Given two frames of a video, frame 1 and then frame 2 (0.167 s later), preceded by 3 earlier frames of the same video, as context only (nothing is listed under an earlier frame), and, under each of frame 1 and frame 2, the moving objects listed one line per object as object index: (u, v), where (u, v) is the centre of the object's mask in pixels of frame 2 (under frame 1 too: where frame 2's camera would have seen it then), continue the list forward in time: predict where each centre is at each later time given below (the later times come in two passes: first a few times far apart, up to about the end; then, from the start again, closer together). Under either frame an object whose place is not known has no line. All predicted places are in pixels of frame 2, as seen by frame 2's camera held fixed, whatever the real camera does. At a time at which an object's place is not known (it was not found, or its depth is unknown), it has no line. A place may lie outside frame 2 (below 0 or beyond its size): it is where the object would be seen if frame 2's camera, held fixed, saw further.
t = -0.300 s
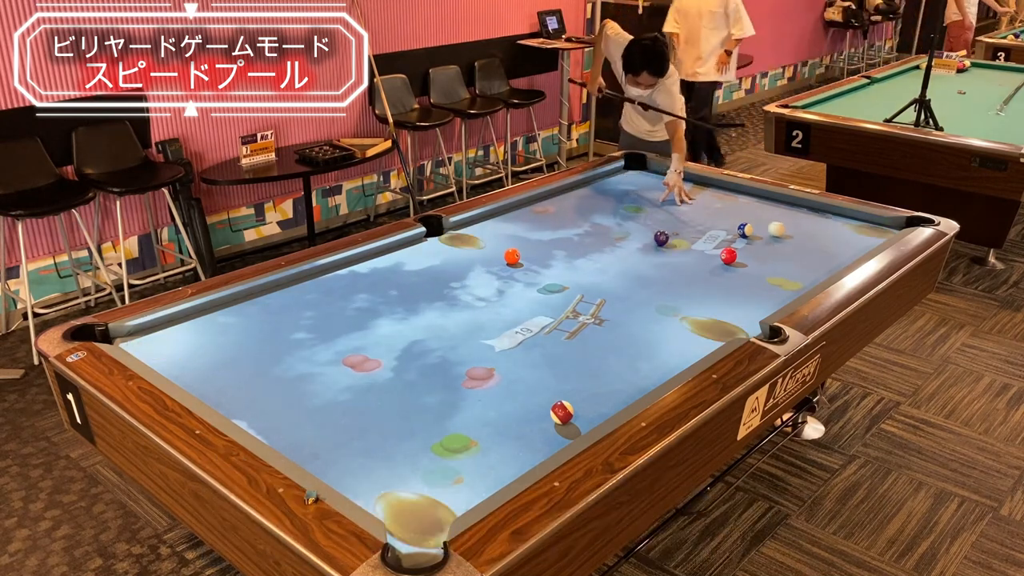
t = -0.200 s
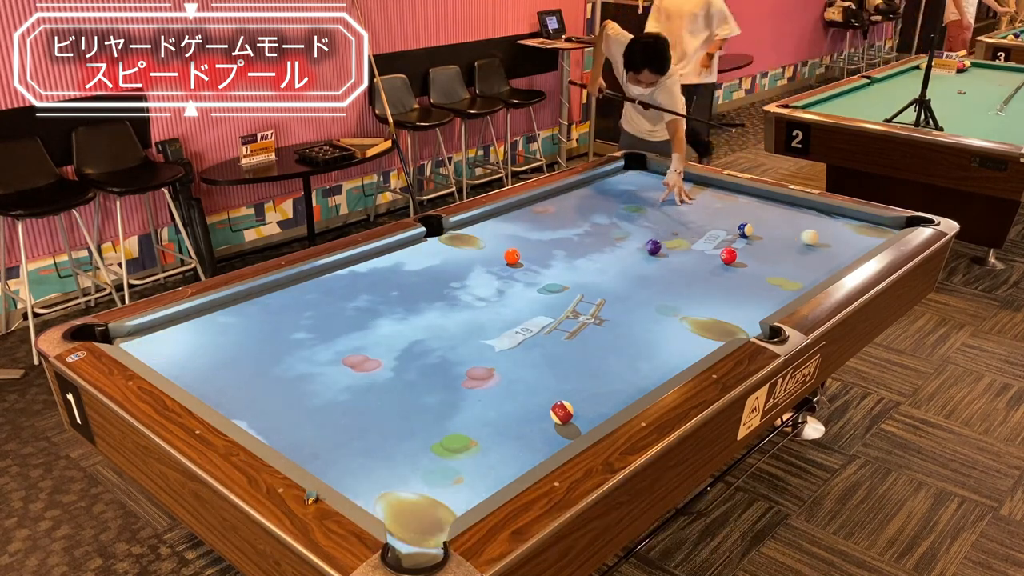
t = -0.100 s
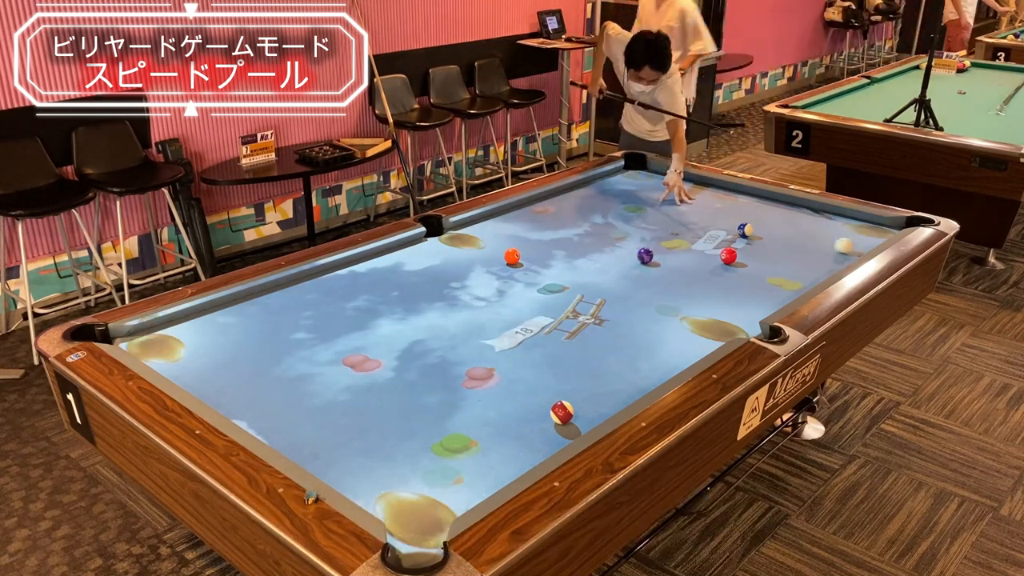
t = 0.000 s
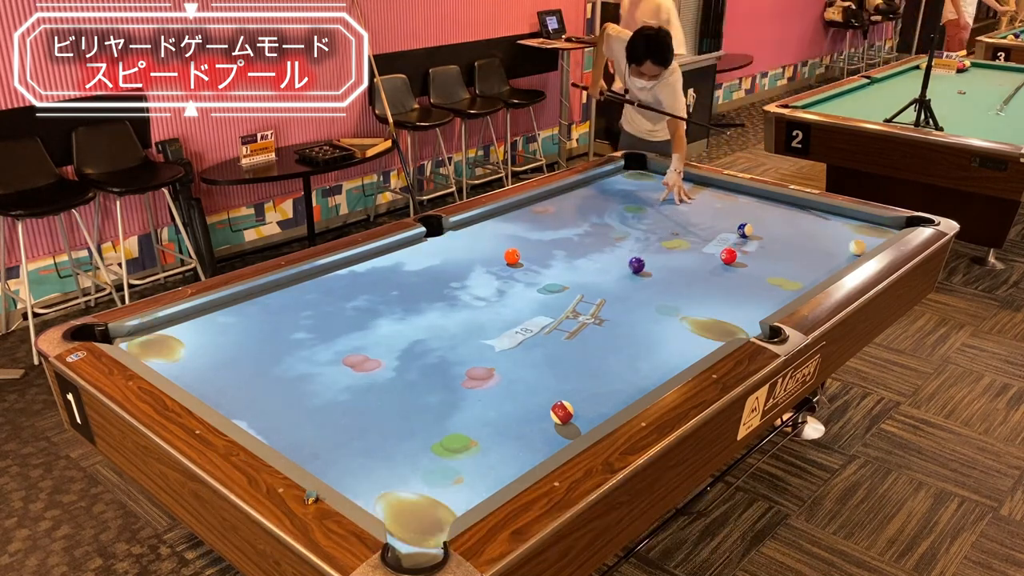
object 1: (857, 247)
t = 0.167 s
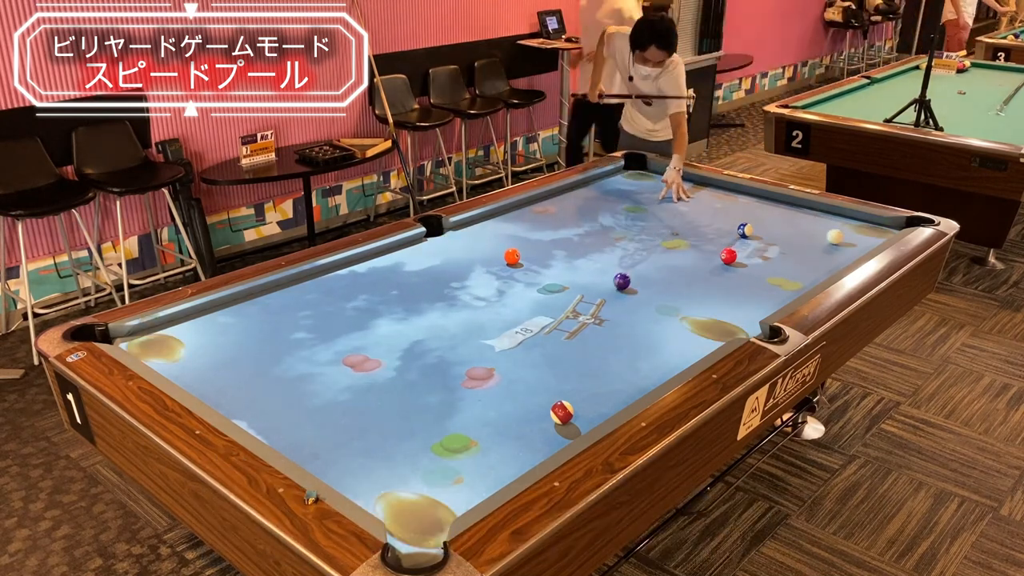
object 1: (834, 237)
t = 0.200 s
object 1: (831, 234)
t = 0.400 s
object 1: (807, 223)
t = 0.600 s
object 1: (785, 213)
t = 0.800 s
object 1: (765, 204)
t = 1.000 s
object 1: (747, 195)
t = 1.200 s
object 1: (730, 187)
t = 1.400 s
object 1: (713, 184)
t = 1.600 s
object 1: (696, 182)
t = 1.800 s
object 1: (680, 180)
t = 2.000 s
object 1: (665, 178)
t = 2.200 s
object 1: (652, 176)
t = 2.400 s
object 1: (639, 174)
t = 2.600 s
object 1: (627, 173)
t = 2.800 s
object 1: (617, 172)
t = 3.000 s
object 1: (620, 173)
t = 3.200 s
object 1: (622, 174)
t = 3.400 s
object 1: (623, 175)
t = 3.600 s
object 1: (625, 176)
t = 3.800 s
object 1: (626, 177)
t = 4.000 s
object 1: (627, 177)
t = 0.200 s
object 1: (831, 234)
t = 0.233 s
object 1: (826, 233)
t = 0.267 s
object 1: (822, 230)
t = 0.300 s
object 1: (818, 228)
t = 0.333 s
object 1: (814, 227)
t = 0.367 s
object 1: (810, 225)
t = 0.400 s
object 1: (807, 223)
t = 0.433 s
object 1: (803, 222)
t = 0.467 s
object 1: (799, 220)
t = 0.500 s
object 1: (796, 218)
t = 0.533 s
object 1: (792, 216)
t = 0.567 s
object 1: (789, 215)
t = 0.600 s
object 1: (785, 213)
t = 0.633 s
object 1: (782, 211)
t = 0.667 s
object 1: (779, 210)
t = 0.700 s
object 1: (775, 209)
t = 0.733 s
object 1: (772, 207)
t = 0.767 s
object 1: (769, 205)
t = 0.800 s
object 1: (765, 204)
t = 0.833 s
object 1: (762, 202)
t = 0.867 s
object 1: (759, 201)
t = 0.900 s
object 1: (756, 199)
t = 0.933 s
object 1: (753, 198)
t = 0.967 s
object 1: (750, 196)
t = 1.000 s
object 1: (747, 195)
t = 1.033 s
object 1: (744, 194)
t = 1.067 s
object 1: (741, 193)
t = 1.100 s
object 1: (739, 191)
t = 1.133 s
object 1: (736, 190)
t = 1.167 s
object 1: (733, 189)
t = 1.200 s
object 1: (730, 187)
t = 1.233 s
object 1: (728, 186)
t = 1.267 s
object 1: (725, 185)
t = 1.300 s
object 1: (721, 185)
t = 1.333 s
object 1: (719, 185)
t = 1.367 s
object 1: (716, 184)
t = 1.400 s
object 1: (713, 184)
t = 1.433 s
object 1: (710, 184)
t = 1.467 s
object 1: (707, 183)
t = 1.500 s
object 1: (704, 183)
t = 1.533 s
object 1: (701, 183)
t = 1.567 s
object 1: (698, 182)
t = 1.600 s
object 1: (696, 182)
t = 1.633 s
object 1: (693, 181)
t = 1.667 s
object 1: (690, 181)
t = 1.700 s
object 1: (688, 181)
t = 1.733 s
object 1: (685, 180)
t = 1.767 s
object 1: (682, 180)
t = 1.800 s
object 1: (680, 180)
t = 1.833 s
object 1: (677, 179)
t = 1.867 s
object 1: (675, 179)
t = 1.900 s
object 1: (673, 179)
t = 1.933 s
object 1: (670, 178)
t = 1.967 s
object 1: (668, 178)
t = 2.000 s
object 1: (665, 178)
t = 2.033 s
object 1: (663, 178)
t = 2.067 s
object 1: (660, 177)
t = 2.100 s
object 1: (658, 177)
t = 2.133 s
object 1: (656, 177)
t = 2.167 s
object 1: (654, 176)
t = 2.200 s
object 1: (652, 176)
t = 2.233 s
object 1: (649, 176)
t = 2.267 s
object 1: (647, 175)
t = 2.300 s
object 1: (645, 175)
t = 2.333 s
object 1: (643, 175)
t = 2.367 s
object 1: (641, 175)
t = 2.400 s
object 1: (639, 174)
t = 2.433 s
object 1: (637, 174)
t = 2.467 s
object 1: (635, 174)
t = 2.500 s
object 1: (633, 174)
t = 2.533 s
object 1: (631, 173)
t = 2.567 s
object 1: (629, 173)
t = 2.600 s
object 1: (627, 173)
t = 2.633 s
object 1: (626, 173)
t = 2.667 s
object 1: (623, 173)
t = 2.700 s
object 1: (621, 172)
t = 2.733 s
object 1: (620, 172)
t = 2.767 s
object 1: (618, 172)
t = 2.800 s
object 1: (617, 172)
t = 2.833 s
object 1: (616, 172)
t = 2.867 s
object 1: (617, 172)
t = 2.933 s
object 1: (618, 173)
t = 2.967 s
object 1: (619, 173)
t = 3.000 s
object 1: (620, 173)
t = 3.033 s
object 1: (620, 174)
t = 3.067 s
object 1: (620, 174)
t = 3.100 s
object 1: (621, 173)
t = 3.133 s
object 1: (621, 174)
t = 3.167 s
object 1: (621, 174)
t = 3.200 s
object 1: (622, 174)
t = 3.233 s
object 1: (622, 174)
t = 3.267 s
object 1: (622, 175)
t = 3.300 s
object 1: (623, 175)
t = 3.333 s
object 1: (623, 175)
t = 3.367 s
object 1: (623, 175)
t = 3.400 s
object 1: (623, 175)
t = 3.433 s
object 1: (624, 176)
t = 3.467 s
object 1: (624, 176)
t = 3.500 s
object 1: (624, 176)
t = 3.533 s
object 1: (624, 176)
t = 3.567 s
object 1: (625, 176)
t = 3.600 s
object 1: (625, 176)
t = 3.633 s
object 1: (625, 176)
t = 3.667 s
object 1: (625, 176)
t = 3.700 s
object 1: (626, 177)
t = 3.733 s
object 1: (626, 176)
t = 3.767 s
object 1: (626, 177)
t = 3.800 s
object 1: (626, 177)
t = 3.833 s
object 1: (626, 177)
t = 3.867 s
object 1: (626, 177)
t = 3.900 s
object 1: (626, 177)
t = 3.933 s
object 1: (627, 177)
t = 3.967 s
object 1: (627, 177)
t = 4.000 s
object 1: (627, 177)
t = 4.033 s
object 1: (627, 177)
